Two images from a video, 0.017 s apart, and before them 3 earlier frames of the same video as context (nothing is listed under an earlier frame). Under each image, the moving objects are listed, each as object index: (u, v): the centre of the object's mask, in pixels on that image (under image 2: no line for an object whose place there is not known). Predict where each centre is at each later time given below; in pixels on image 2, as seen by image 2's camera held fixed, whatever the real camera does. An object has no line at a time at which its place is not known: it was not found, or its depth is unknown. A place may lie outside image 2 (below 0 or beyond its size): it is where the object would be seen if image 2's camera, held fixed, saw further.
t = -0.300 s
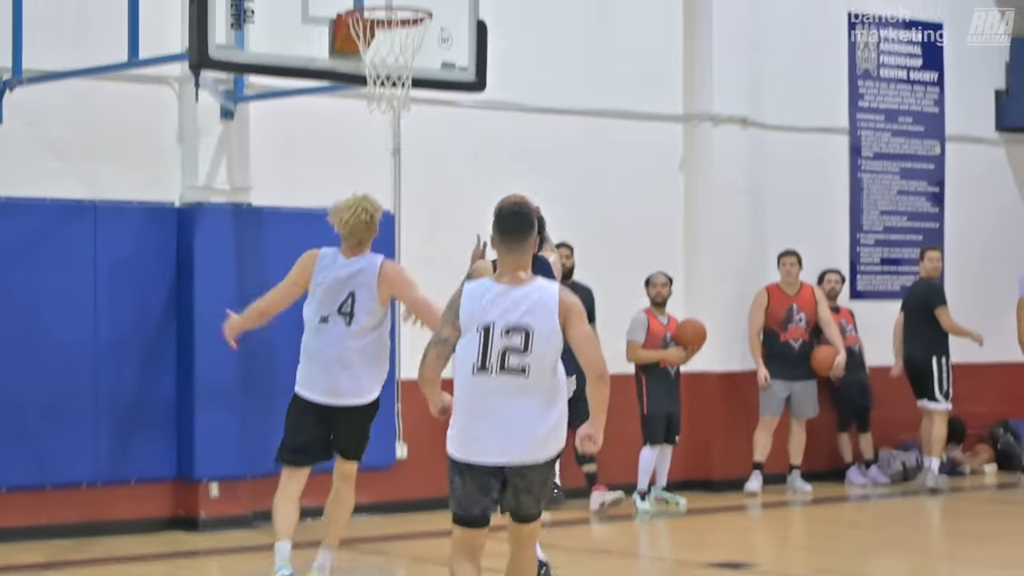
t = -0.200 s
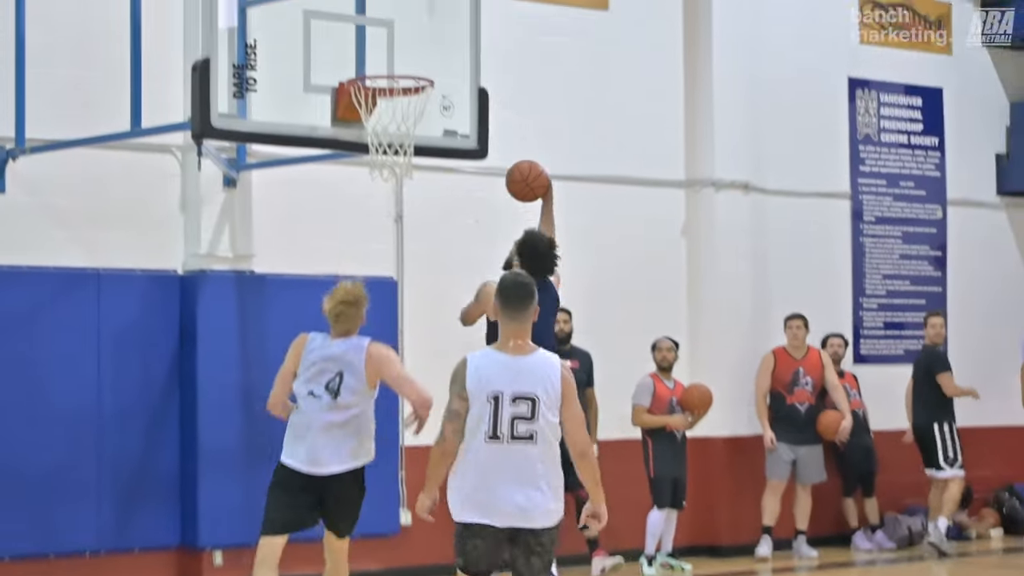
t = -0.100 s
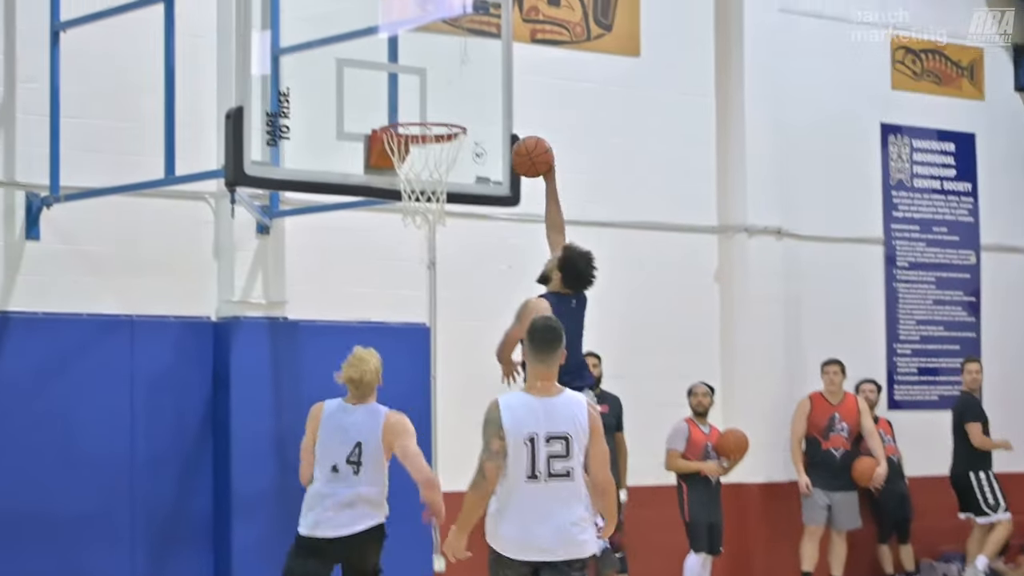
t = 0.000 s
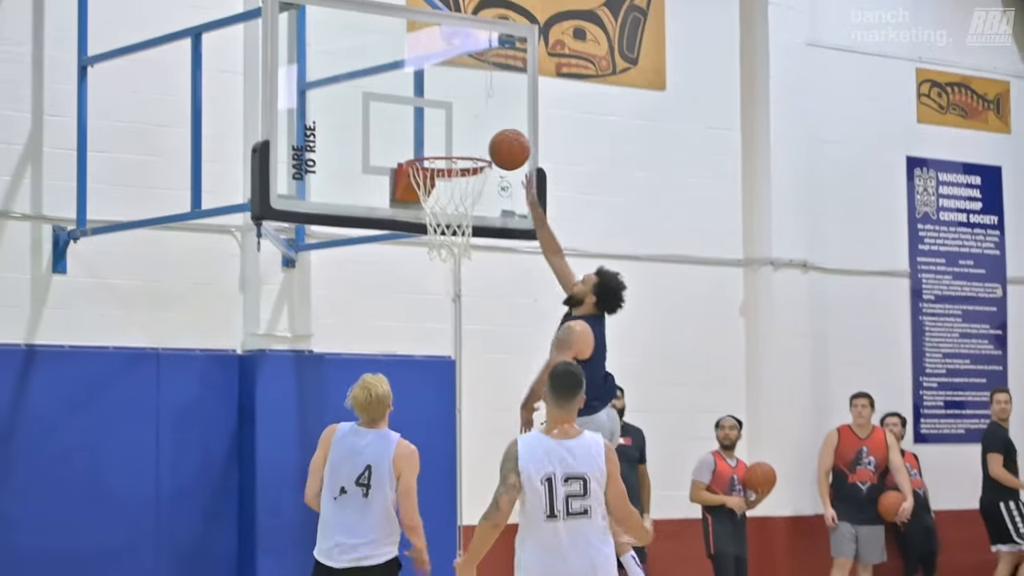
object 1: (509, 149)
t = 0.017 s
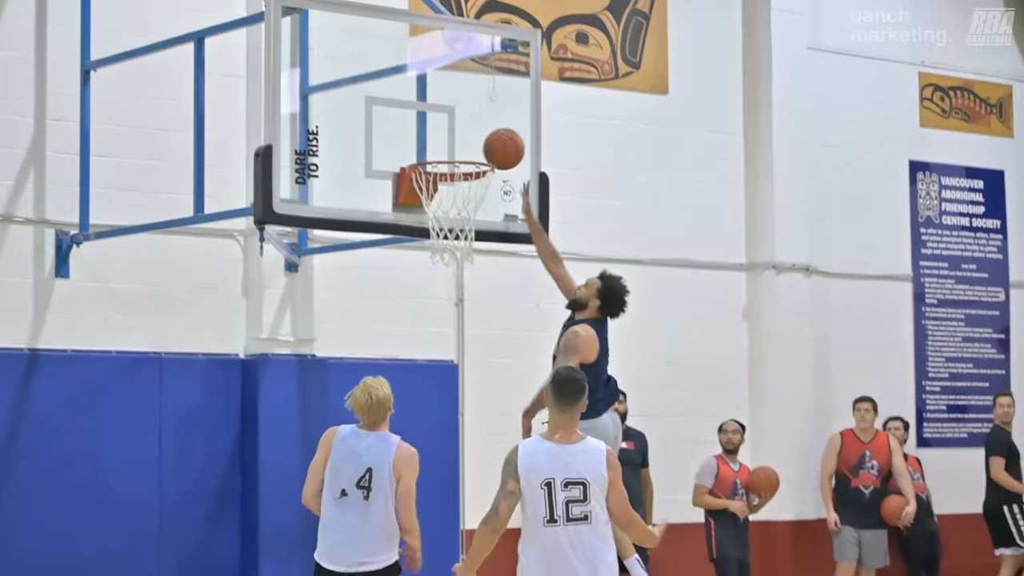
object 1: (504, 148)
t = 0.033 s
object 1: (495, 144)
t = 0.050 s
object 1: (487, 140)
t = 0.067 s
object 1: (478, 137)
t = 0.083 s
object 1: (470, 134)
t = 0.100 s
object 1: (462, 132)
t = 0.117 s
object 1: (457, 130)
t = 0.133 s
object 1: (455, 129)
